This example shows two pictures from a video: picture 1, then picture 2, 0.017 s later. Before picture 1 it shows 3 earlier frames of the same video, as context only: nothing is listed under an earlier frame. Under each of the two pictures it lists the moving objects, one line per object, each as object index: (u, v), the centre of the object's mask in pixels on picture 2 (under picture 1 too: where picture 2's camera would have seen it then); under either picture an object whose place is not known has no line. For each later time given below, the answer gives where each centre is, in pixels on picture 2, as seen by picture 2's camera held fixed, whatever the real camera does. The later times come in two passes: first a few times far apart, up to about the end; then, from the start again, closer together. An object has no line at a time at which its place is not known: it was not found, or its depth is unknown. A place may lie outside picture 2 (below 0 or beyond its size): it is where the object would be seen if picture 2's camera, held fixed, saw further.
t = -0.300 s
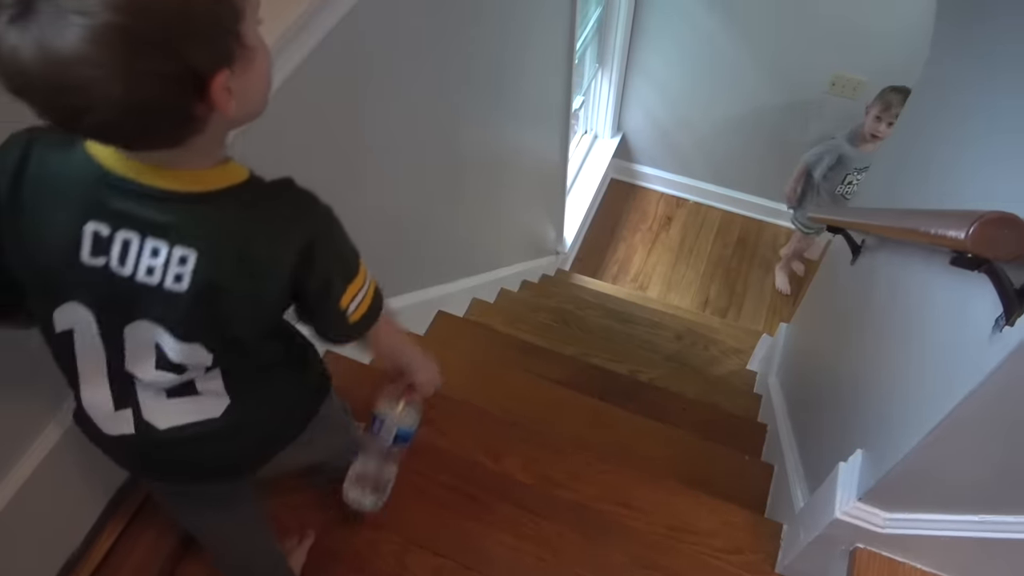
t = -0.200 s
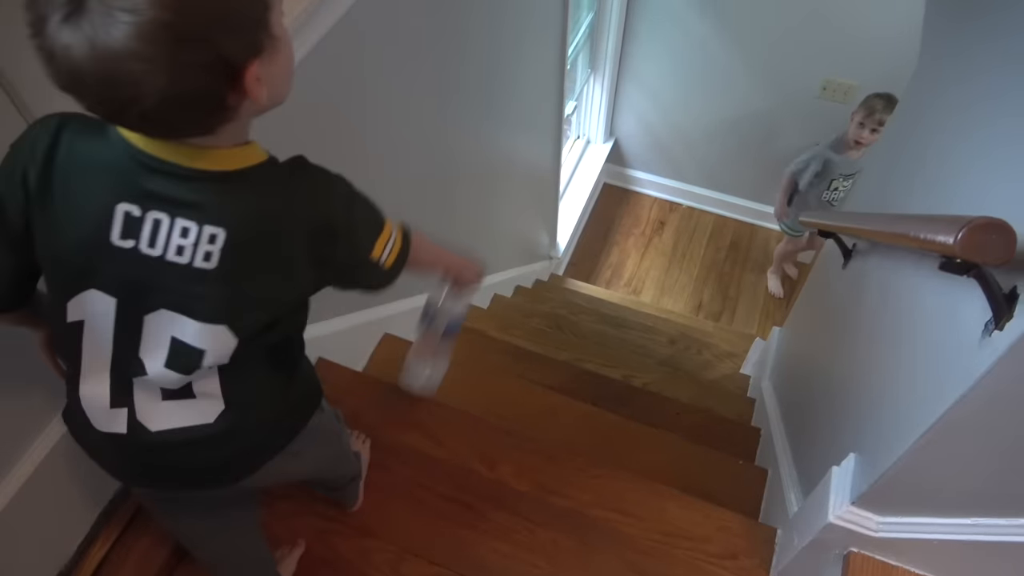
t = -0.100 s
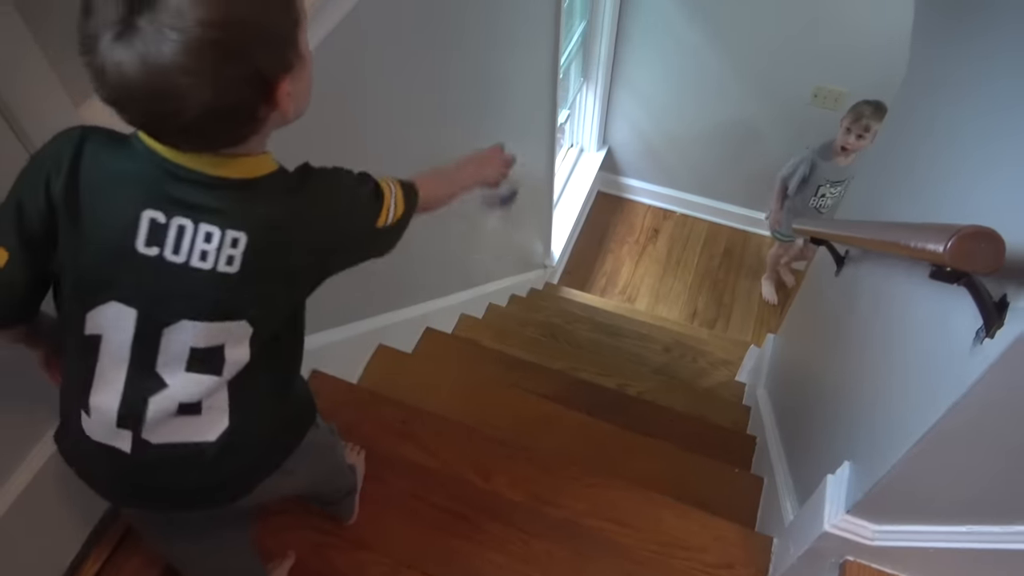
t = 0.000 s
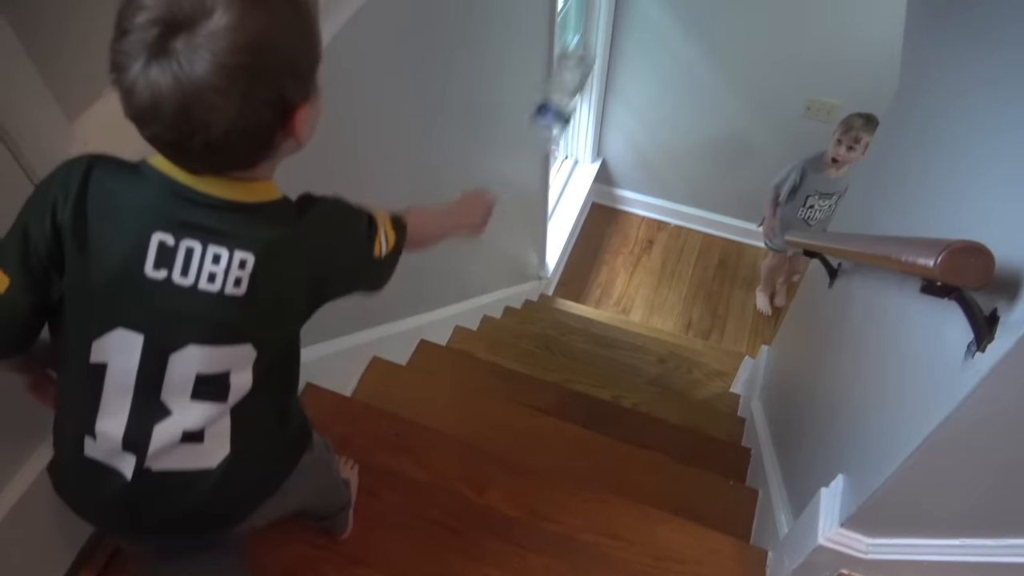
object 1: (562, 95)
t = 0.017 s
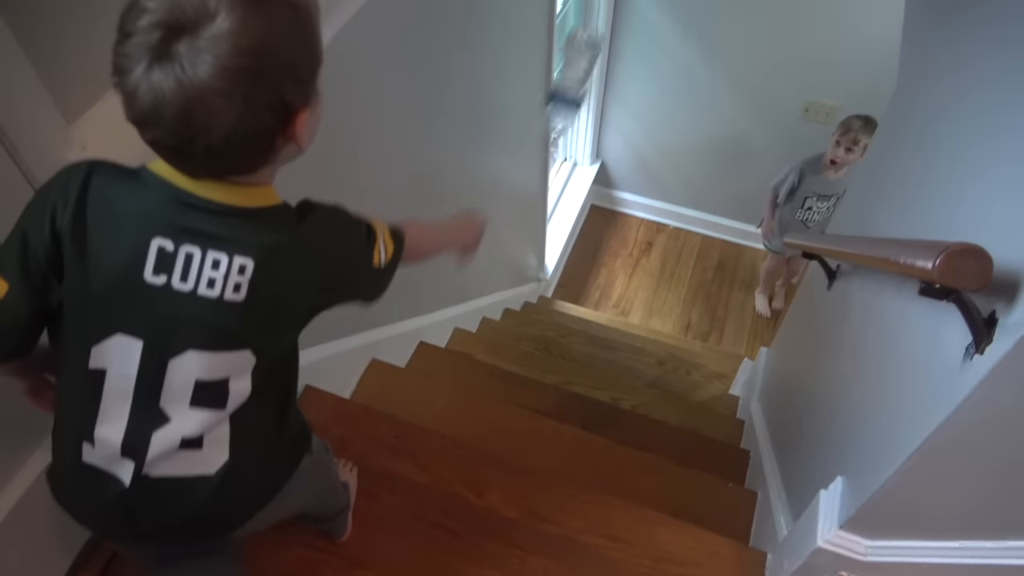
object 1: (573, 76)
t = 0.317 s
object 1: (692, -13)
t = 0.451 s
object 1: (714, 34)
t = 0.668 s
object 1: (708, 162)
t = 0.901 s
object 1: (694, 258)
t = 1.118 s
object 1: (688, 293)
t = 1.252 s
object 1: (680, 306)
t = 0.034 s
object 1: (584, 54)
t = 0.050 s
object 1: (596, 35)
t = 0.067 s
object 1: (603, 26)
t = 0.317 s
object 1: (692, -13)
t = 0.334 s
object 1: (696, -9)
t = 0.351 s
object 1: (698, -7)
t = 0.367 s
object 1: (705, -2)
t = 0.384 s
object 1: (710, 2)
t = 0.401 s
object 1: (712, 8)
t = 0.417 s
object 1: (713, 17)
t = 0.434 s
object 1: (714, 25)
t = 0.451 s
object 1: (714, 34)
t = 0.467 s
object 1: (714, 43)
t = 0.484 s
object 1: (714, 53)
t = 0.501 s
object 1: (714, 63)
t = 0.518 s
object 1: (715, 72)
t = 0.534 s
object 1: (715, 82)
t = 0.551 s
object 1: (715, 91)
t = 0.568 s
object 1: (714, 102)
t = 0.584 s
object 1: (713, 113)
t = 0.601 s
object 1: (710, 127)
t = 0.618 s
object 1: (709, 137)
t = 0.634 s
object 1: (709, 146)
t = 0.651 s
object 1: (708, 155)
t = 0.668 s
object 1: (708, 162)
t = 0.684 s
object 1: (705, 173)
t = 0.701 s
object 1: (705, 183)
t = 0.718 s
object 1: (704, 192)
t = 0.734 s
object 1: (703, 204)
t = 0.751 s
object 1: (705, 203)
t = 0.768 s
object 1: (708, 204)
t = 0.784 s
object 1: (704, 218)
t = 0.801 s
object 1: (702, 226)
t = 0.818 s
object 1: (696, 238)
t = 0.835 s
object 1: (695, 244)
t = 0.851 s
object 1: (695, 250)
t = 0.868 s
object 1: (695, 252)
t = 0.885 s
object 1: (695, 255)
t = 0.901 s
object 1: (694, 258)
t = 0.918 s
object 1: (693, 262)
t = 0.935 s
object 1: (693, 264)
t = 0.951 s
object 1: (692, 268)
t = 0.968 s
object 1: (692, 271)
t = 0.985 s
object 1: (692, 274)
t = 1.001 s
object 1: (691, 277)
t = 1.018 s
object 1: (691, 280)
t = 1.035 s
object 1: (691, 283)
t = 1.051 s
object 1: (691, 285)
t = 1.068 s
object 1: (690, 287)
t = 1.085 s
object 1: (689, 289)
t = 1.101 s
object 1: (689, 291)
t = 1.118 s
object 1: (688, 293)
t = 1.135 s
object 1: (687, 295)
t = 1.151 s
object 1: (686, 297)
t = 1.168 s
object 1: (685, 298)
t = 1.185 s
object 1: (684, 300)
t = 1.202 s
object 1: (683, 302)
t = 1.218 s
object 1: (683, 304)
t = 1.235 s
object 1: (681, 305)
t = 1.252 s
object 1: (680, 306)
